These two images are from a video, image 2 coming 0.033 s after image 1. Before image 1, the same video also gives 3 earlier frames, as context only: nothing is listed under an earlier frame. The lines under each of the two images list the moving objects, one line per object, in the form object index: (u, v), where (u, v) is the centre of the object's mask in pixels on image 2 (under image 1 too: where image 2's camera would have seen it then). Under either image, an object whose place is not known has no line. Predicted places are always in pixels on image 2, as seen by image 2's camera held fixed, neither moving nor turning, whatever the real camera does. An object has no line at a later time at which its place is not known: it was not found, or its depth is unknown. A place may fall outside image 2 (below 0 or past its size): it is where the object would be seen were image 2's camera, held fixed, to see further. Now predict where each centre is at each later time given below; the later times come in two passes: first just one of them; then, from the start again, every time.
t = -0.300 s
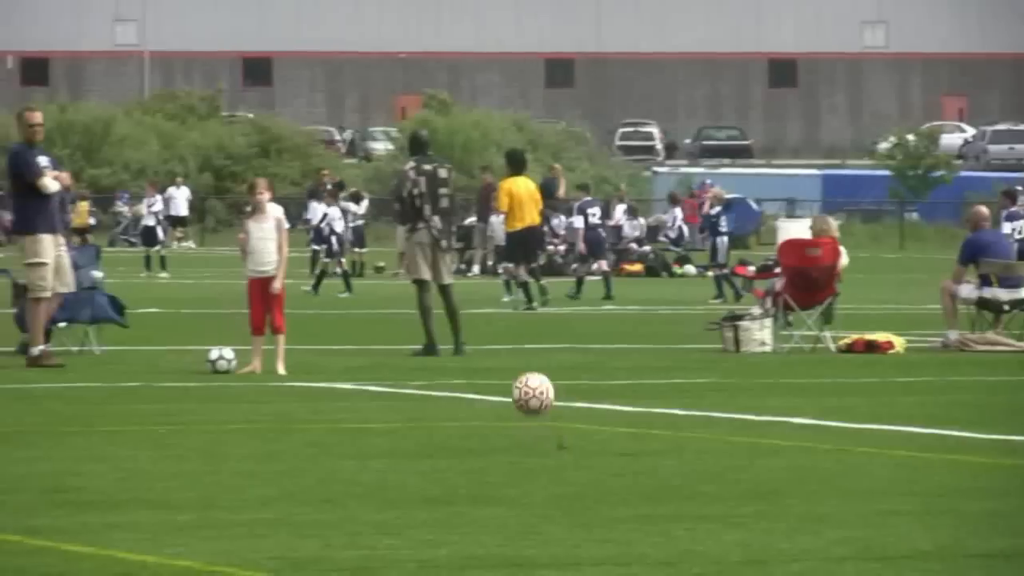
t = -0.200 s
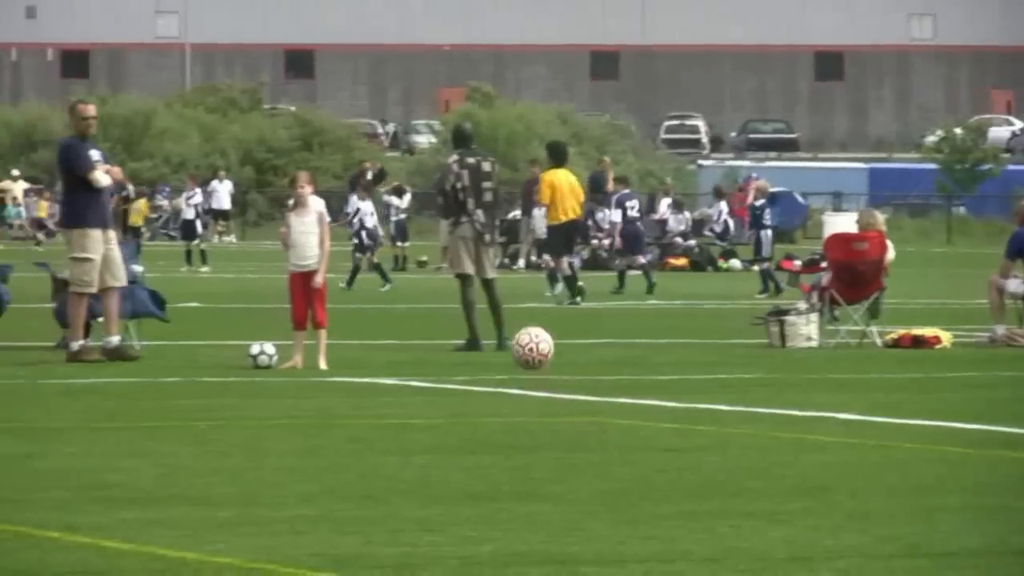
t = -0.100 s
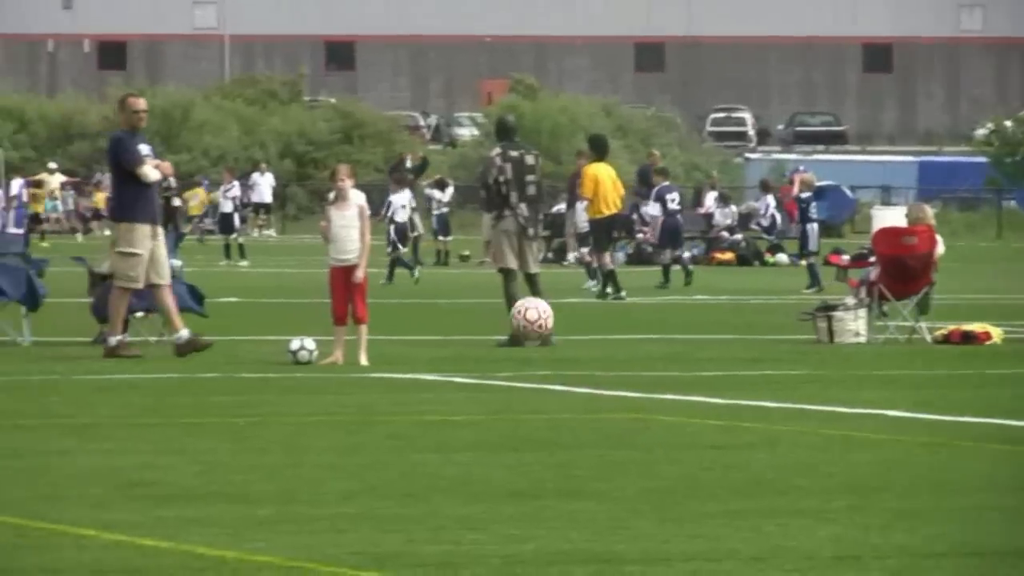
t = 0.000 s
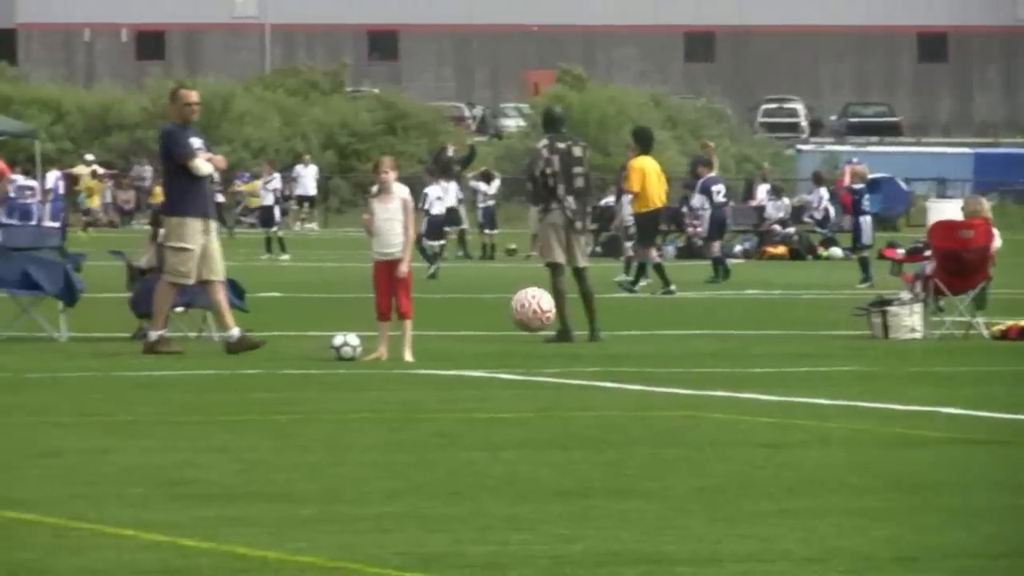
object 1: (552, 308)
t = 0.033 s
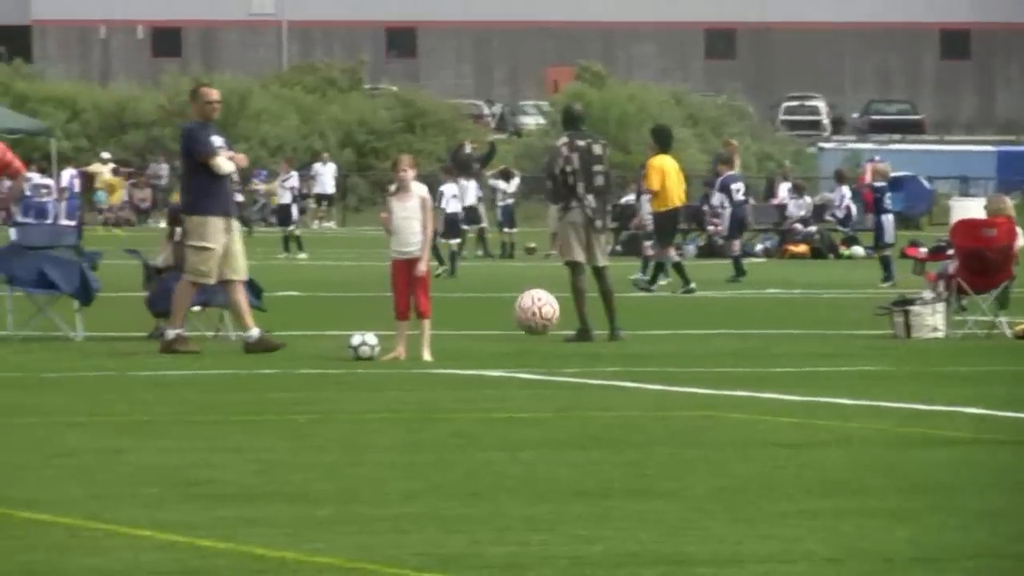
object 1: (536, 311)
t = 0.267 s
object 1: (428, 397)
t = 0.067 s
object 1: (521, 316)
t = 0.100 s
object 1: (505, 324)
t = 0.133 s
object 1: (490, 333)
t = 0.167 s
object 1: (474, 345)
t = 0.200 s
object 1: (458, 360)
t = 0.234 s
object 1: (443, 377)
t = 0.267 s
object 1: (428, 397)
